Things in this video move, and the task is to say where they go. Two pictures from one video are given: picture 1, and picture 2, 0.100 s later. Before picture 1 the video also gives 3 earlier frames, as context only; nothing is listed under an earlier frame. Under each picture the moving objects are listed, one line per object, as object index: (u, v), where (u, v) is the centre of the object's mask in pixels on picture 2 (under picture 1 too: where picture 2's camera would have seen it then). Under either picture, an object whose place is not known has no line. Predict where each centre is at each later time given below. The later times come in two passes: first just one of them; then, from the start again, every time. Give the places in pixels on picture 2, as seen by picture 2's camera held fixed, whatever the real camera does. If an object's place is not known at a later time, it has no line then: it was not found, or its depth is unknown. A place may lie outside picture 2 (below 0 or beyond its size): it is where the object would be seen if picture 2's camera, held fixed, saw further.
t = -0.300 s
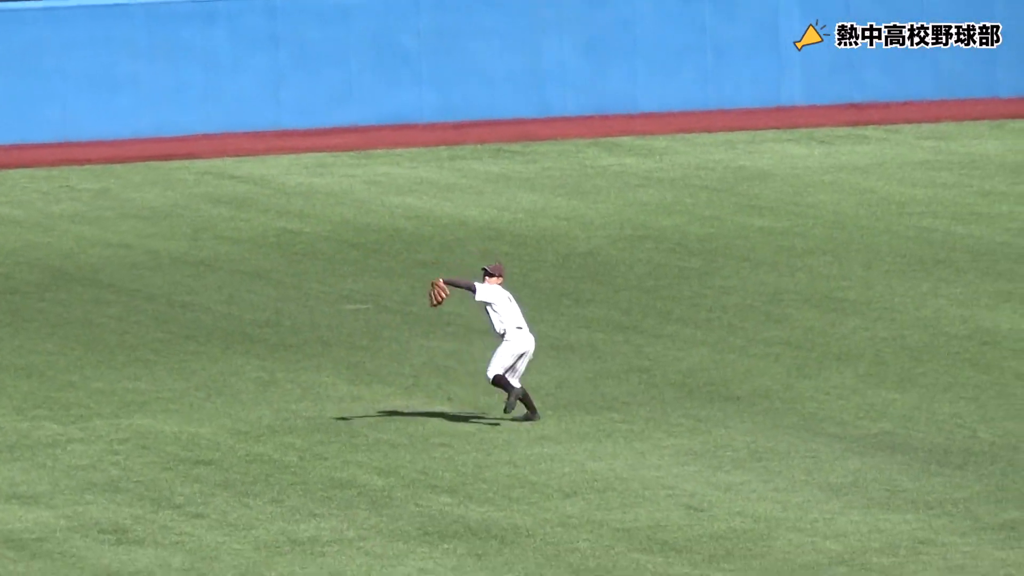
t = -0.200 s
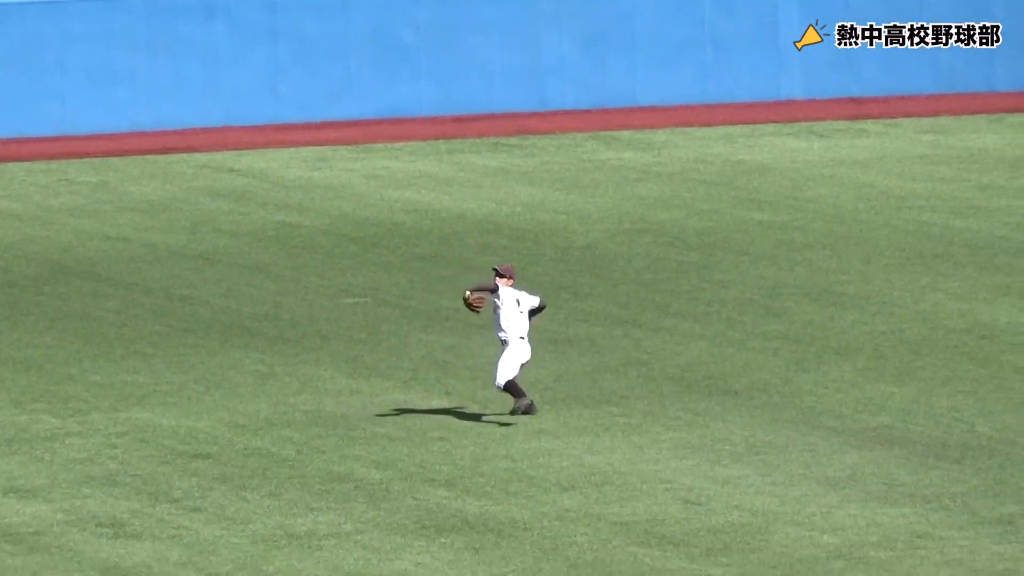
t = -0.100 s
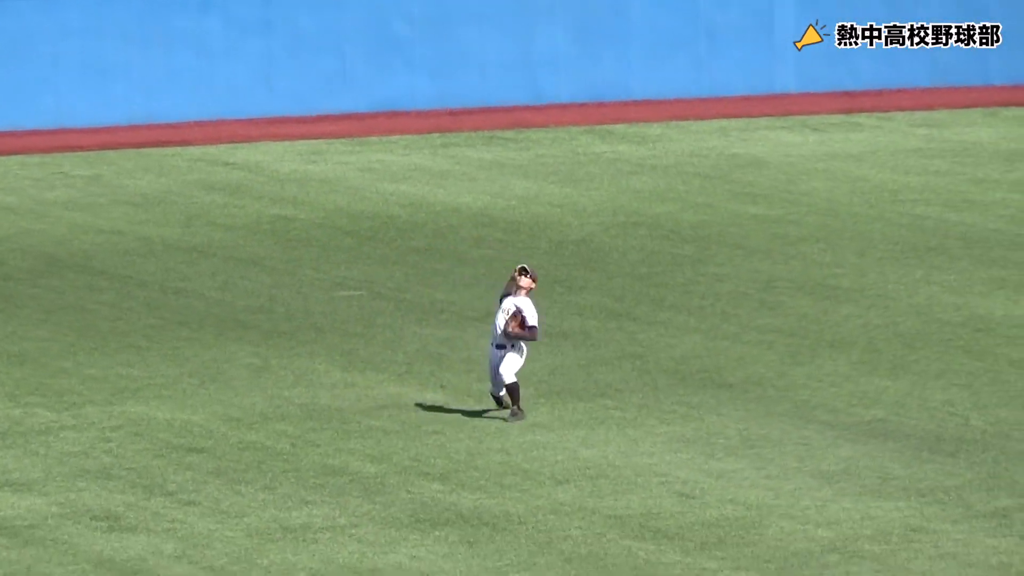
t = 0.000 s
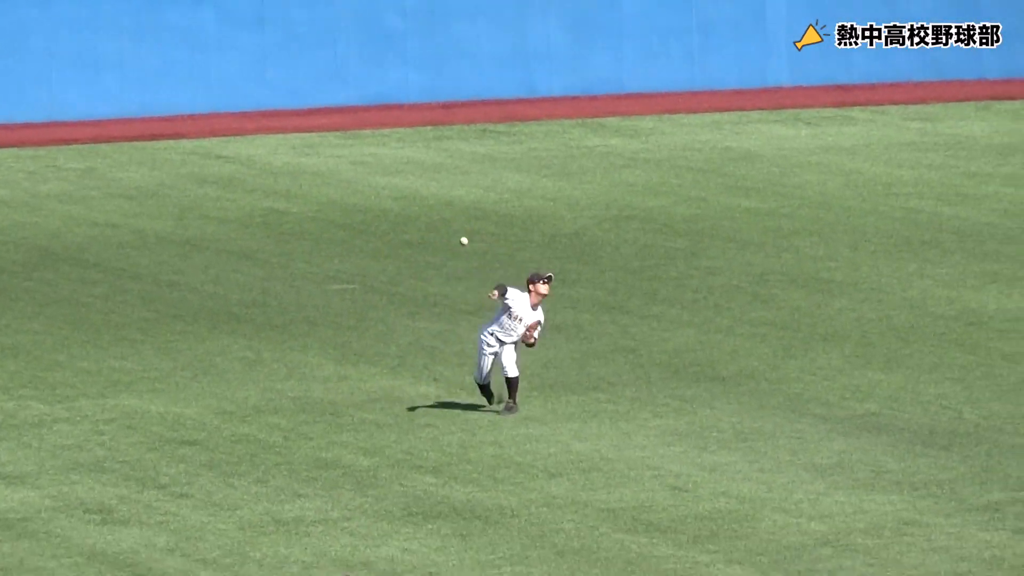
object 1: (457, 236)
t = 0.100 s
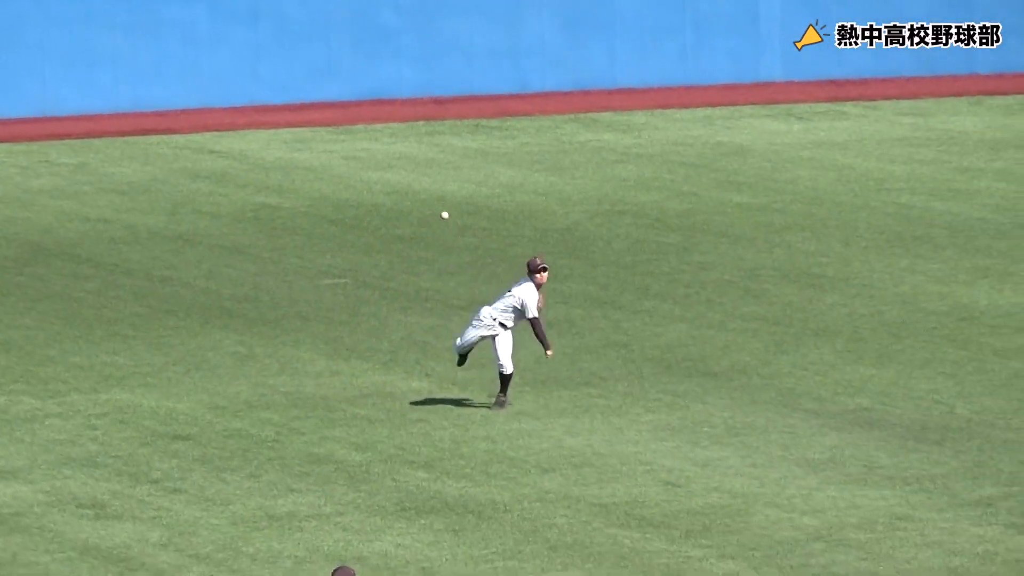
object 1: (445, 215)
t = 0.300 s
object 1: (413, 190)
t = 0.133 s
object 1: (441, 210)
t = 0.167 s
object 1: (436, 204)
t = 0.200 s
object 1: (432, 201)
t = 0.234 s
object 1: (426, 196)
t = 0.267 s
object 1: (420, 192)
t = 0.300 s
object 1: (413, 190)
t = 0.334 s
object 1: (405, 189)
